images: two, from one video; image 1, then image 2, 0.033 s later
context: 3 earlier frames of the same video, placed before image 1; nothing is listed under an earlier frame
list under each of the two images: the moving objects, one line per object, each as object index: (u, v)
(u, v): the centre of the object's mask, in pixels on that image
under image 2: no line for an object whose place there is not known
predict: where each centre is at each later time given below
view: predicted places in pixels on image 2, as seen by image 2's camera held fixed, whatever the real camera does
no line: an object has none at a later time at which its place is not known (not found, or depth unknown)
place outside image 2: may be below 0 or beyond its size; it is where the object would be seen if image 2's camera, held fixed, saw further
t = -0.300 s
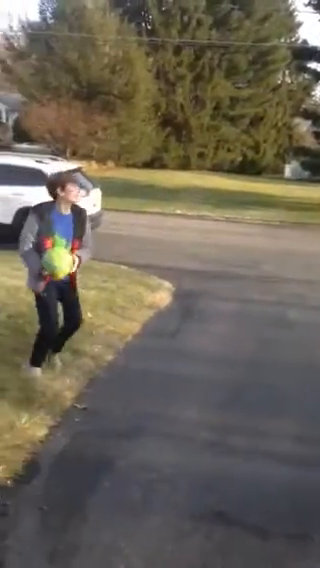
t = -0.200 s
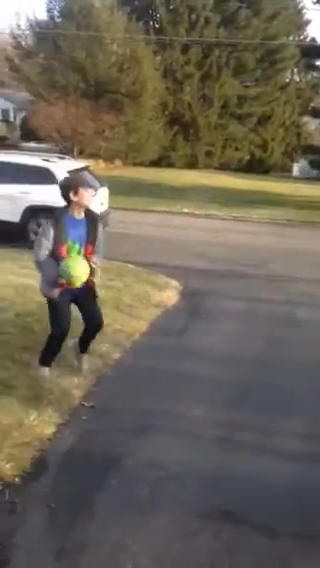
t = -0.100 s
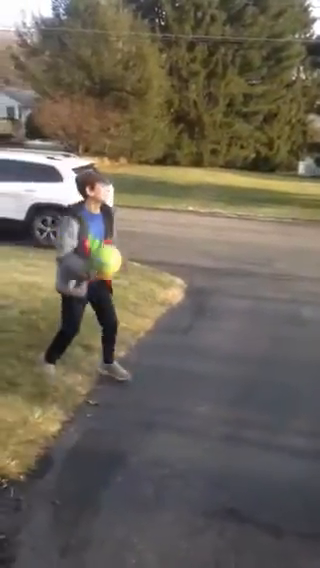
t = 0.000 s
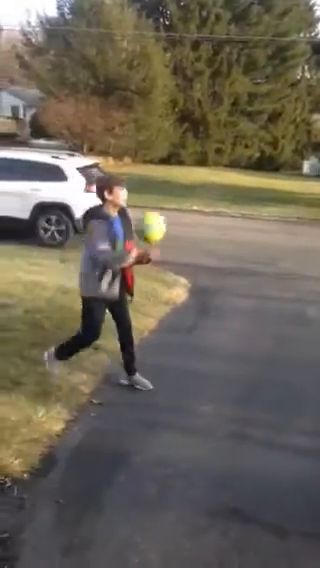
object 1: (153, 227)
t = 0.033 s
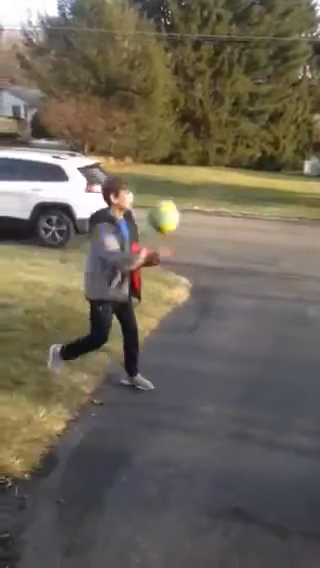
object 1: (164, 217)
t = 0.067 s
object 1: (175, 207)
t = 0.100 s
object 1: (189, 199)
